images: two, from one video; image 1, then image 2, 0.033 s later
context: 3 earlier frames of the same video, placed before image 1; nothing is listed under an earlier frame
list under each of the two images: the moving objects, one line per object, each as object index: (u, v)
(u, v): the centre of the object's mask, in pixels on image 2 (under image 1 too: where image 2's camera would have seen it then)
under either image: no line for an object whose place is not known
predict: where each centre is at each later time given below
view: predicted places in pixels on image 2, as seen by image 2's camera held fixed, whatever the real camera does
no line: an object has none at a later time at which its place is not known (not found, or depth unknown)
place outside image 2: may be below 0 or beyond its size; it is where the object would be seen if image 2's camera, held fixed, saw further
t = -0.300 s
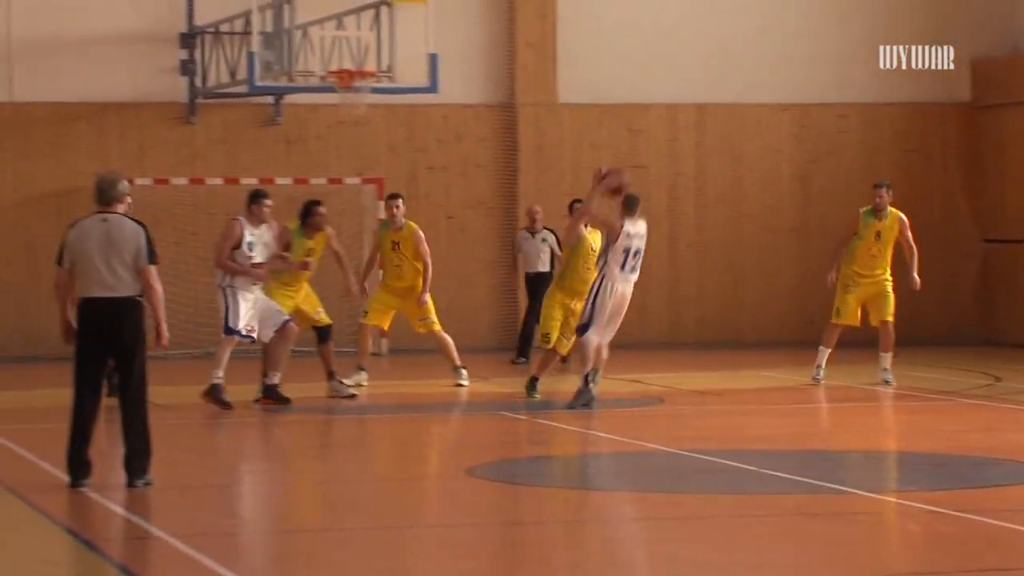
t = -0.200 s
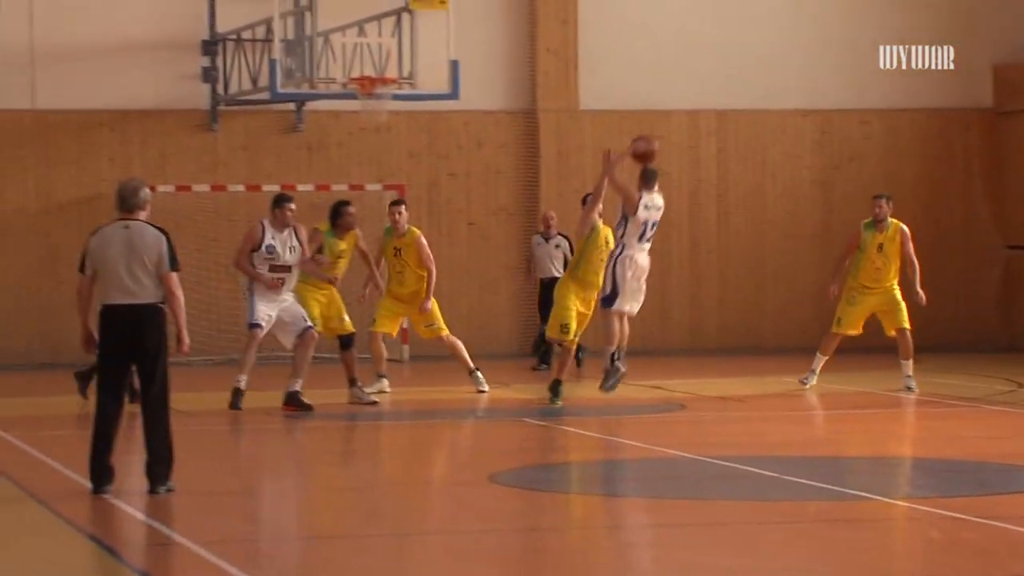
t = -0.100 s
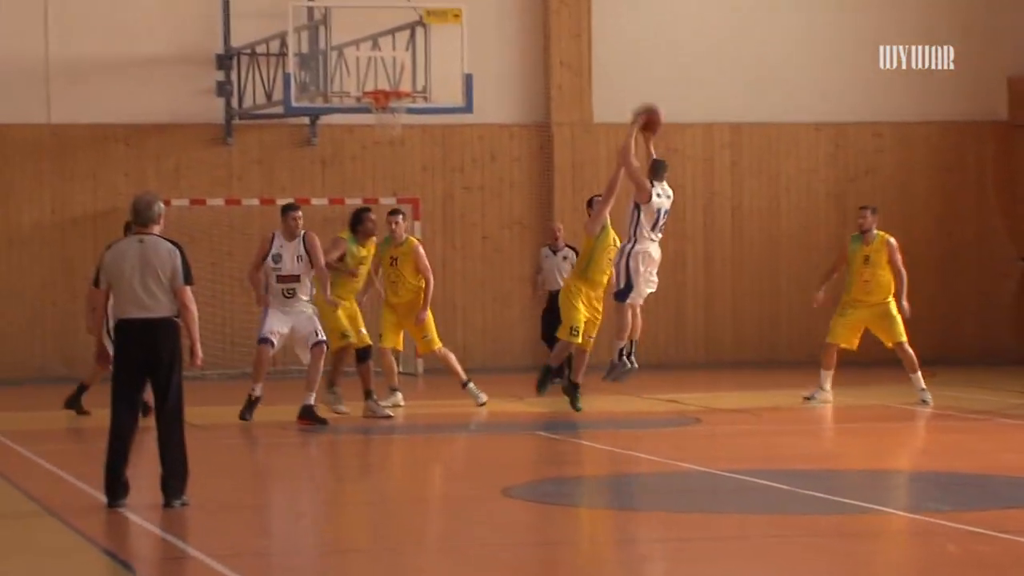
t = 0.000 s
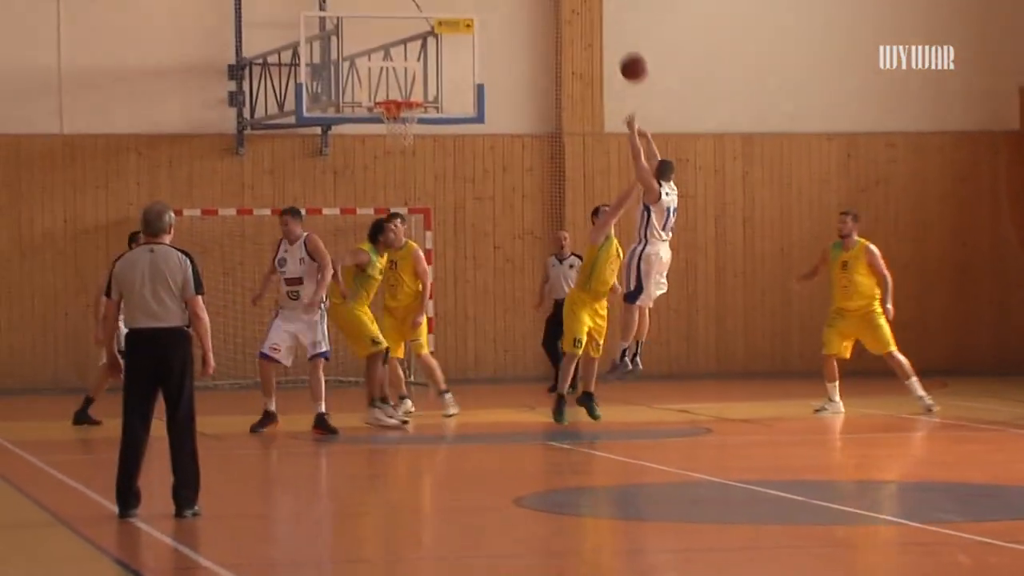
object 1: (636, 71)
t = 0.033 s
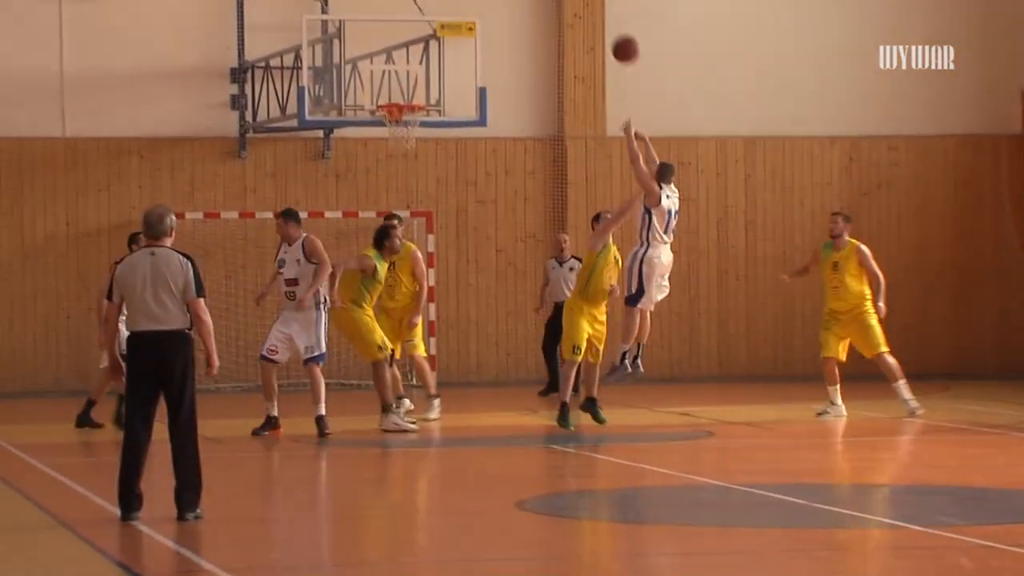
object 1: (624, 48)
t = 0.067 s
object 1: (619, 37)
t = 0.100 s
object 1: (610, 19)
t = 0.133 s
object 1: (599, 1)
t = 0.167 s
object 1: (593, -5)
